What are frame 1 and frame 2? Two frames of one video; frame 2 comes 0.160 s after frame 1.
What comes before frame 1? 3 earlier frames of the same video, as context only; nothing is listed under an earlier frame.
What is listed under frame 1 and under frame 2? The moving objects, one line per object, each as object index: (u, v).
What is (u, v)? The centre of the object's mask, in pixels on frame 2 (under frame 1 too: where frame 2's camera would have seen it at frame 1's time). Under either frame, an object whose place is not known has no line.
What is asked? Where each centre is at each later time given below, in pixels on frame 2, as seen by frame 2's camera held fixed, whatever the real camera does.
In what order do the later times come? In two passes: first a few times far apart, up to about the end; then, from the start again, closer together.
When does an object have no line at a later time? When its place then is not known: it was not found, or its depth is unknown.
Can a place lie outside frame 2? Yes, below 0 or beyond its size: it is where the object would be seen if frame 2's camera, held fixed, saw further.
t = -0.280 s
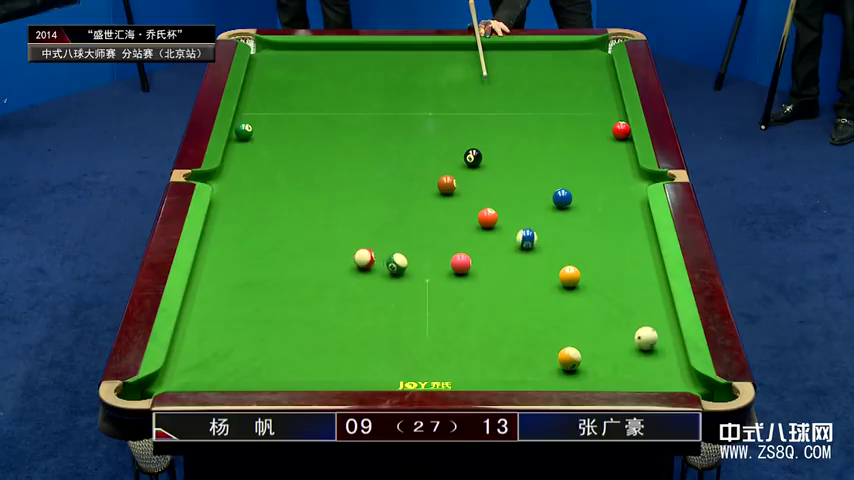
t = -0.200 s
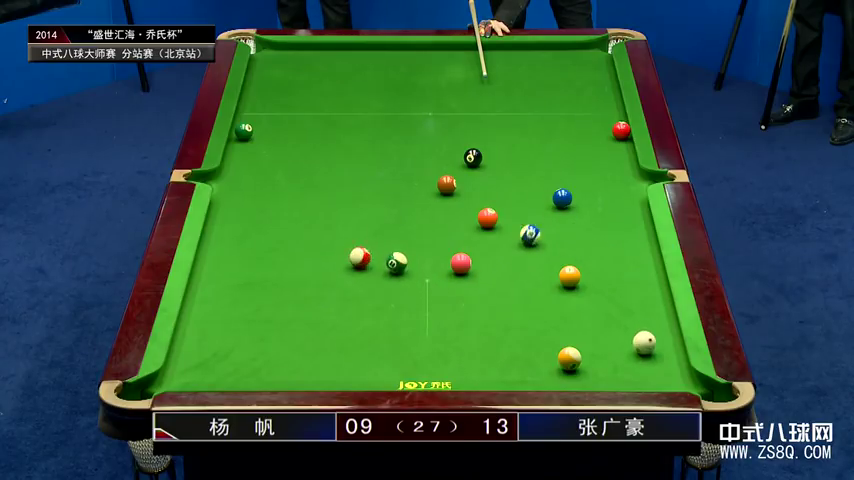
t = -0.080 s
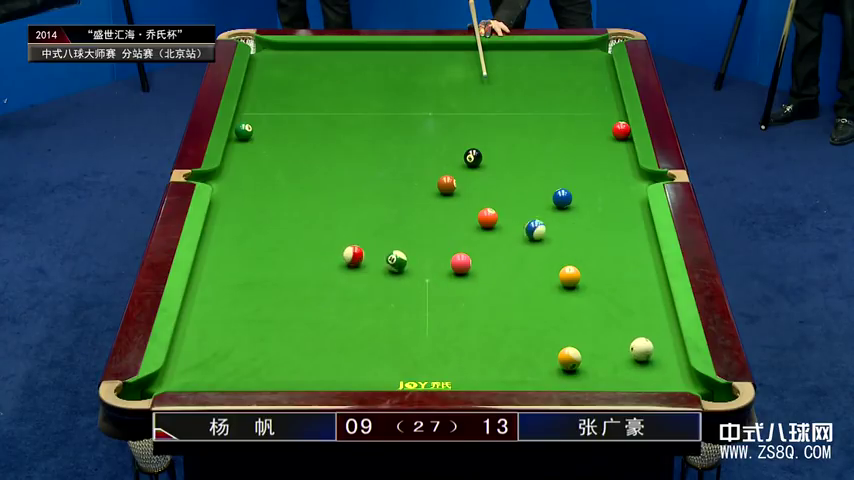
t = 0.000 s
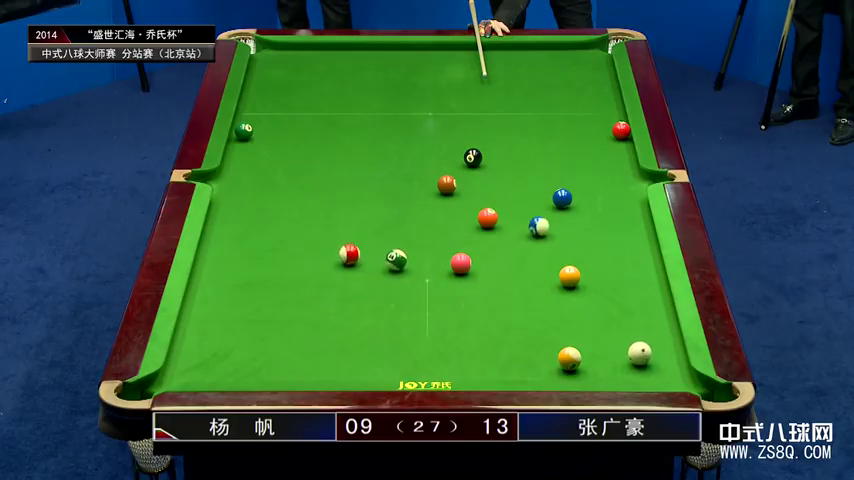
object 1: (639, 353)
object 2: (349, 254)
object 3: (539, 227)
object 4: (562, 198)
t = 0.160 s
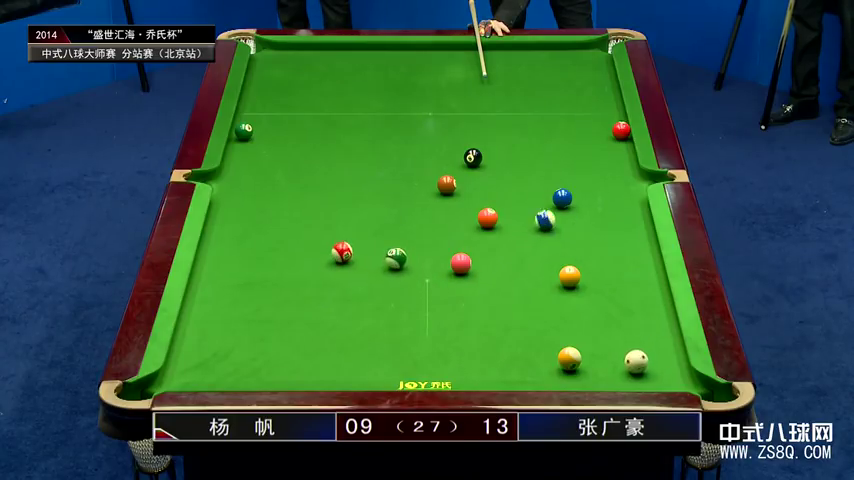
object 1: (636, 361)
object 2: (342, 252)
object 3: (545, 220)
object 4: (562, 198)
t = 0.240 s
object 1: (634, 365)
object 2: (338, 251)
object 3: (548, 217)
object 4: (562, 198)
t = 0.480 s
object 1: (630, 373)
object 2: (329, 248)
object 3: (556, 209)
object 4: (563, 195)
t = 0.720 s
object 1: (624, 372)
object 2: (321, 246)
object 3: (562, 205)
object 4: (564, 192)
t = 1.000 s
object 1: (619, 369)
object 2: (313, 244)
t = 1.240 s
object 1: (616, 364)
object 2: (309, 242)
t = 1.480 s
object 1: (614, 361)
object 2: (305, 242)
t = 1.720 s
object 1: (612, 360)
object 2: (304, 242)
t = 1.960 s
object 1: (611, 359)
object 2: (304, 242)
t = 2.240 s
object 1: (611, 359)
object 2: (304, 242)
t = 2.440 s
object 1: (611, 359)
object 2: (304, 242)
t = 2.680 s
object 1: (611, 359)
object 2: (304, 242)
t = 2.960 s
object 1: (611, 359)
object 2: (304, 242)
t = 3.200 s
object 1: (611, 359)
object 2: (304, 242)
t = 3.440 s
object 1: (611, 359)
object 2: (304, 242)
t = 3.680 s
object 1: (611, 359)
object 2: (304, 242)
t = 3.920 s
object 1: (611, 359)
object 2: (304, 242)
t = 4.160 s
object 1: (611, 359)
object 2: (304, 242)
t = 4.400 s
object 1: (611, 359)
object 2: (304, 242)
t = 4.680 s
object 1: (611, 359)
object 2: (304, 242)
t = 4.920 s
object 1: (611, 359)
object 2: (304, 242)
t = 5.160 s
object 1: (611, 359)
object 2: (304, 242)
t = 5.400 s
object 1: (611, 359)
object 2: (304, 242)
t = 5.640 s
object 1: (611, 359)
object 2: (304, 242)
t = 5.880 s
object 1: (611, 359)
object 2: (304, 242)
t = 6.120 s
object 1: (611, 359)
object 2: (304, 242)
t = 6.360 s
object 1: (611, 359)
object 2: (304, 242)
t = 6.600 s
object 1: (611, 359)
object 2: (304, 242)
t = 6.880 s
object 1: (611, 359)
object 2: (304, 242)
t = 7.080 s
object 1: (611, 359)
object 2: (304, 242)
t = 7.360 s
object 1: (611, 359)
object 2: (304, 242)
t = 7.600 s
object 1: (611, 359)
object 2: (304, 242)
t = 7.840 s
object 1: (611, 359)
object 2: (304, 242)
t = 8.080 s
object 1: (611, 359)
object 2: (304, 242)
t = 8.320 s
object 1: (611, 359)
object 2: (304, 242)
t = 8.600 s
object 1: (611, 359)
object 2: (304, 242)
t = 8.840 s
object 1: (611, 359)
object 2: (304, 242)
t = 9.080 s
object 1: (611, 359)
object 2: (304, 242)
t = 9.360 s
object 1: (611, 359)
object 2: (304, 242)
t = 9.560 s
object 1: (611, 359)
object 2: (304, 242)
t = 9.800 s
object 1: (611, 359)
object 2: (304, 242)
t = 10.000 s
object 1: (611, 359)
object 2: (304, 242)
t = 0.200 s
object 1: (635, 363)
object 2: (340, 251)
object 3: (546, 218)
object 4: (562, 198)
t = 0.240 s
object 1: (634, 365)
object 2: (338, 251)
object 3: (548, 217)
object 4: (562, 198)
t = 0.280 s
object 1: (633, 368)
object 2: (336, 250)
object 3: (549, 216)
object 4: (562, 198)
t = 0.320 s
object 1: (632, 369)
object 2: (335, 250)
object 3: (551, 214)
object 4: (562, 198)
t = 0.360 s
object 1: (632, 370)
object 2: (333, 249)
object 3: (552, 213)
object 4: (562, 197)
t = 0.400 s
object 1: (631, 371)
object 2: (332, 249)
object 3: (554, 211)
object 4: (563, 197)
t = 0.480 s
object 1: (630, 373)
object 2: (329, 248)
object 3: (556, 209)
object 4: (563, 195)
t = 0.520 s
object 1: (629, 375)
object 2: (327, 248)
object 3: (558, 207)
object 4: (564, 194)
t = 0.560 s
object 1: (628, 375)
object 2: (326, 247)
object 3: (559, 206)
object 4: (563, 194)
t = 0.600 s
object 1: (627, 374)
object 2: (325, 247)
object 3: (560, 206)
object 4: (563, 193)
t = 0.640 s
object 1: (626, 373)
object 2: (323, 247)
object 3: (561, 206)
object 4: (564, 193)
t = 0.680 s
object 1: (625, 373)
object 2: (322, 246)
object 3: (561, 206)
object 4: (564, 192)
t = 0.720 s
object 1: (624, 372)
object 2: (321, 246)
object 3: (562, 205)
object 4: (564, 192)
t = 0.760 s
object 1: (623, 371)
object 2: (320, 245)
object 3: (563, 206)
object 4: (564, 191)
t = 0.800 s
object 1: (623, 371)
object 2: (319, 245)
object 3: (564, 205)
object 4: (565, 190)
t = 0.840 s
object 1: (622, 370)
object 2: (317, 244)
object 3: (564, 205)
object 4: (565, 190)
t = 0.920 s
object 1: (620, 369)
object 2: (315, 244)
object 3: (565, 205)
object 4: (566, 189)
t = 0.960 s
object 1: (619, 369)
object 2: (314, 244)
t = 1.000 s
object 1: (619, 369)
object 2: (313, 244)
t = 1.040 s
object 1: (618, 368)
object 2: (312, 243)
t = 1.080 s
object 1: (618, 367)
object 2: (312, 243)
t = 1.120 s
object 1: (617, 367)
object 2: (311, 243)
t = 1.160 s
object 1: (616, 365)
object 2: (310, 243)
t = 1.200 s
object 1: (616, 365)
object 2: (309, 242)
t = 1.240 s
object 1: (616, 364)
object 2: (309, 242)
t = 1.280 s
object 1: (615, 364)
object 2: (308, 242)
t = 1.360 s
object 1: (615, 363)
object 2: (307, 242)
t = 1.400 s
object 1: (614, 362)
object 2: (306, 242)
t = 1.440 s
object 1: (614, 362)
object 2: (306, 242)
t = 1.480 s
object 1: (614, 361)
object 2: (305, 242)
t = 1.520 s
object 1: (613, 361)
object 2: (305, 242)
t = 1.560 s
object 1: (613, 361)
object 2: (305, 242)
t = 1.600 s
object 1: (613, 360)
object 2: (304, 241)
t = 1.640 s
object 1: (613, 360)
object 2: (304, 242)
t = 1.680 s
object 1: (612, 360)
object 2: (304, 242)
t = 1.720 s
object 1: (612, 360)
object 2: (304, 242)
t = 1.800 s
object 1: (612, 359)
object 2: (303, 241)
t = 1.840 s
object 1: (611, 359)
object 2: (303, 242)
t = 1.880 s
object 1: (611, 359)
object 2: (304, 242)
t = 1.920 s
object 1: (611, 359)
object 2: (303, 242)
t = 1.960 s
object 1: (611, 359)
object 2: (304, 242)
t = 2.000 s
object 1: (611, 359)
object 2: (304, 242)
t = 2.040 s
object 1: (611, 359)
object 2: (304, 242)
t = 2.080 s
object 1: (611, 359)
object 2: (304, 242)
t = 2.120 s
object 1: (611, 359)
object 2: (304, 242)
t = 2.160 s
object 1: (611, 359)
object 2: (304, 242)
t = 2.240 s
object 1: (611, 359)
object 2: (304, 242)
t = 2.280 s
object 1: (611, 359)
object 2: (304, 242)
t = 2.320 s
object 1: (611, 359)
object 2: (304, 242)
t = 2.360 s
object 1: (611, 359)
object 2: (304, 242)
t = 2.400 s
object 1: (611, 359)
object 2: (304, 242)
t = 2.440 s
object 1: (611, 359)
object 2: (304, 242)
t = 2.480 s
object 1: (611, 359)
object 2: (304, 242)
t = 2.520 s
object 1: (611, 359)
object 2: (304, 242)
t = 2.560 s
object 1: (611, 359)
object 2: (304, 242)
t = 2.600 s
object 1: (611, 359)
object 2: (304, 242)
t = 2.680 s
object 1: (611, 359)
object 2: (304, 242)
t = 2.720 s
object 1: (611, 359)
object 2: (304, 242)
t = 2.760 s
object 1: (611, 359)
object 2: (304, 242)
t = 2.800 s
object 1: (611, 359)
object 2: (304, 242)
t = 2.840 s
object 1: (611, 359)
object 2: (304, 242)
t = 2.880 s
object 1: (611, 359)
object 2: (304, 242)
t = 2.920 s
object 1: (611, 359)
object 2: (304, 242)
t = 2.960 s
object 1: (611, 359)
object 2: (304, 242)
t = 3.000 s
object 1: (611, 359)
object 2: (304, 242)
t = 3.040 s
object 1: (611, 359)
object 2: (304, 242)
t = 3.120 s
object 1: (611, 359)
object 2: (304, 242)
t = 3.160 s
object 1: (611, 359)
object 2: (304, 242)
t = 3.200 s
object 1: (611, 359)
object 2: (304, 242)
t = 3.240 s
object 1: (611, 359)
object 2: (304, 242)
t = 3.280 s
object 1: (611, 359)
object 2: (304, 242)
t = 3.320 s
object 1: (611, 359)
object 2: (304, 242)
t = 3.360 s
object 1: (611, 359)
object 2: (304, 242)
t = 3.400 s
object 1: (611, 359)
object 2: (304, 242)
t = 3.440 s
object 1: (611, 359)
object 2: (304, 242)
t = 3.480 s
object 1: (611, 359)
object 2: (304, 242)
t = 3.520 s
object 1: (611, 359)
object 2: (304, 242)
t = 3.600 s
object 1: (611, 359)
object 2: (304, 242)
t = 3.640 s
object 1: (611, 359)
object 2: (304, 242)
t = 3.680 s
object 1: (611, 359)
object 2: (304, 242)
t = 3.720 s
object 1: (611, 359)
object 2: (304, 242)
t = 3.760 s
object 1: (611, 359)
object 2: (304, 242)
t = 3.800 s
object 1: (611, 359)
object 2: (304, 242)
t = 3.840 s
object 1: (611, 359)
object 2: (304, 242)
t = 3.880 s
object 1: (611, 359)
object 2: (304, 242)
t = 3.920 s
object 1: (611, 359)
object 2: (304, 242)
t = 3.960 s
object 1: (611, 359)
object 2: (304, 242)
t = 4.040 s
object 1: (611, 359)
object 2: (304, 242)
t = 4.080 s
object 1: (611, 359)
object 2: (304, 242)
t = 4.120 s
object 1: (611, 359)
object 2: (304, 242)
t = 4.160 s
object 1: (611, 359)
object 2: (304, 242)
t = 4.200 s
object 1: (611, 359)
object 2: (304, 242)
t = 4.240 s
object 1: (611, 359)
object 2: (304, 242)
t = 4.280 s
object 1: (611, 359)
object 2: (304, 242)
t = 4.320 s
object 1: (611, 359)
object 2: (304, 242)
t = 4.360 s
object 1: (611, 359)
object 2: (304, 242)
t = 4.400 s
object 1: (611, 359)
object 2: (304, 242)
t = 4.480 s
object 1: (611, 359)
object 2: (304, 242)
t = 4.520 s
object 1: (611, 359)
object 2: (304, 242)
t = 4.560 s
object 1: (611, 359)
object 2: (304, 242)
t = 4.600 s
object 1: (611, 359)
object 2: (304, 242)
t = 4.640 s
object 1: (611, 359)
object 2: (304, 242)
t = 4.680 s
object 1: (611, 359)
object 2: (304, 242)
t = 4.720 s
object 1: (611, 359)
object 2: (304, 242)
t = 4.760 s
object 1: (611, 359)
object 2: (304, 242)
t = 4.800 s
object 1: (611, 359)
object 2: (304, 242)
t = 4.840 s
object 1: (611, 359)
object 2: (304, 242)
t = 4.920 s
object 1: (611, 359)
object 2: (304, 242)
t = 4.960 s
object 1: (611, 359)
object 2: (304, 242)
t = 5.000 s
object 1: (611, 359)
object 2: (304, 242)
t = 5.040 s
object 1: (611, 359)
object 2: (304, 242)
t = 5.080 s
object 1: (611, 359)
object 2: (304, 242)
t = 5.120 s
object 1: (611, 359)
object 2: (304, 242)
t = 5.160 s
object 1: (611, 359)
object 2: (304, 242)
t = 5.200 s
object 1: (611, 359)
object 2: (304, 242)
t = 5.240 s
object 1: (611, 359)
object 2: (304, 242)
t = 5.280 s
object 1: (611, 359)
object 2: (304, 242)
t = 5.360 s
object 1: (611, 359)
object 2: (304, 242)
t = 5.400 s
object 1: (611, 359)
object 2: (304, 242)
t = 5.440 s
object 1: (611, 359)
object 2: (304, 242)
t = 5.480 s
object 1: (611, 359)
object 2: (304, 242)
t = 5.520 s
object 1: (611, 359)
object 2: (304, 242)
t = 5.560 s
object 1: (611, 359)
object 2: (304, 242)
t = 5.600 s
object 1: (611, 359)
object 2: (304, 242)
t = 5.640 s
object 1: (611, 359)
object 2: (304, 242)
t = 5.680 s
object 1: (611, 359)
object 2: (304, 242)
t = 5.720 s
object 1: (611, 359)
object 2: (304, 242)
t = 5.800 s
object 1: (611, 359)
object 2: (304, 242)
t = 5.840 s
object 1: (611, 359)
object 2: (304, 242)
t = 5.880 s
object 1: (611, 359)
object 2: (304, 242)
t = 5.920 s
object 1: (611, 359)
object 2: (304, 242)
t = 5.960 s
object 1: (611, 359)
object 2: (304, 242)
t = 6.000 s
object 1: (611, 359)
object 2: (304, 242)
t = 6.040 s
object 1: (611, 359)
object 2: (304, 242)
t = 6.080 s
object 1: (611, 359)
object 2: (304, 242)
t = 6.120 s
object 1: (611, 359)
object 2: (304, 242)
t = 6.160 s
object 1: (611, 359)
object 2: (304, 242)
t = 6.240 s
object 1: (611, 359)
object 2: (304, 242)
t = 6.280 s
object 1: (611, 359)
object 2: (304, 242)
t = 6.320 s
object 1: (611, 359)
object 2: (304, 242)
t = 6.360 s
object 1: (611, 359)
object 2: (304, 242)
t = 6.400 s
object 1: (611, 359)
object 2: (304, 242)
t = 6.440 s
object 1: (611, 359)
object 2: (304, 242)
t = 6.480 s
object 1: (611, 359)
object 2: (304, 242)
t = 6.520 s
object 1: (611, 359)
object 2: (304, 242)
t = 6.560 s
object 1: (611, 359)
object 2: (304, 242)
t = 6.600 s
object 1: (611, 359)
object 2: (304, 242)
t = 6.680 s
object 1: (611, 359)
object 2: (304, 242)
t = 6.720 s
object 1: (611, 359)
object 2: (304, 242)
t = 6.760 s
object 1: (611, 359)
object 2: (304, 242)
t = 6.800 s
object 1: (611, 359)
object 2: (304, 242)
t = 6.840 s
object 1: (611, 359)
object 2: (304, 242)
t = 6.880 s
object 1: (611, 359)
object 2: (304, 242)
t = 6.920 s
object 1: (611, 359)
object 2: (304, 242)
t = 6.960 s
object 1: (611, 359)
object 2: (304, 242)
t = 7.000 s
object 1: (611, 359)
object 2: (304, 242)
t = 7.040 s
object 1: (611, 359)
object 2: (304, 242)
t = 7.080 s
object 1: (611, 359)
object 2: (304, 242)
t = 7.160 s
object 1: (611, 359)
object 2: (304, 242)
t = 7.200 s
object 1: (611, 359)
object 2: (304, 242)
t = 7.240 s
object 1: (611, 359)
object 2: (304, 242)
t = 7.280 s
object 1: (611, 359)
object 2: (304, 242)
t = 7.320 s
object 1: (611, 359)
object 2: (304, 242)
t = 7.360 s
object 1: (611, 359)
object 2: (304, 242)
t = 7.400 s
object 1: (611, 359)
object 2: (304, 242)
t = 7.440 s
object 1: (611, 359)
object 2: (304, 242)
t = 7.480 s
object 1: (611, 359)
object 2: (304, 242)
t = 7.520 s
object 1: (611, 359)
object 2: (304, 242)
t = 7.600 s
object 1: (611, 359)
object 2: (304, 242)
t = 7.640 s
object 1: (611, 359)
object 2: (304, 242)
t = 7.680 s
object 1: (611, 359)
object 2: (304, 242)
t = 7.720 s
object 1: (611, 359)
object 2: (304, 242)
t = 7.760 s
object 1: (611, 359)
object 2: (304, 242)
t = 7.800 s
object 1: (611, 359)
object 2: (304, 242)
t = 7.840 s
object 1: (611, 359)
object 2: (304, 242)
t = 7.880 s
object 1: (611, 359)
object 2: (304, 242)
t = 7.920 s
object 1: (611, 359)
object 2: (304, 242)
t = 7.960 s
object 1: (611, 359)
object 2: (304, 242)
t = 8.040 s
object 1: (611, 359)
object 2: (304, 242)
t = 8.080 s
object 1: (611, 359)
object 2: (304, 242)
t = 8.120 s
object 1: (611, 359)
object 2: (304, 242)
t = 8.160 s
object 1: (611, 359)
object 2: (304, 242)
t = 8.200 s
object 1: (611, 359)
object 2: (304, 242)
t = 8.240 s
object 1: (611, 359)
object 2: (304, 242)
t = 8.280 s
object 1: (611, 359)
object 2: (304, 242)
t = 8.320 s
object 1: (611, 359)
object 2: (304, 242)
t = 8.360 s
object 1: (611, 359)
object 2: (304, 242)
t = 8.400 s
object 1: (611, 359)
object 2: (304, 242)
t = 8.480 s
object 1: (611, 359)
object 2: (304, 242)
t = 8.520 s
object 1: (611, 359)
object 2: (304, 242)
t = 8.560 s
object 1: (611, 359)
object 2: (304, 242)
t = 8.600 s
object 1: (611, 359)
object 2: (304, 242)
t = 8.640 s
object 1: (611, 359)
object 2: (304, 242)
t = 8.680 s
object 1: (611, 359)
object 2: (304, 242)
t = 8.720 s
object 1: (611, 359)
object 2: (304, 242)
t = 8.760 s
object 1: (611, 359)
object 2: (304, 242)
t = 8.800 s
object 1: (611, 359)
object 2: (304, 242)
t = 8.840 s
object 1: (611, 359)
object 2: (304, 242)
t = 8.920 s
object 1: (611, 359)
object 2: (304, 242)
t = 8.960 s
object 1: (611, 359)
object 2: (304, 242)
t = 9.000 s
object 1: (611, 359)
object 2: (304, 242)
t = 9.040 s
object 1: (611, 359)
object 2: (304, 242)
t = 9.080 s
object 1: (611, 359)
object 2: (304, 242)
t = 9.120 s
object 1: (611, 359)
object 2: (304, 242)
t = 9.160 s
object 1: (611, 359)
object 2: (304, 242)
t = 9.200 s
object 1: (611, 359)
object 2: (304, 242)
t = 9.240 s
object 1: (611, 359)
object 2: (304, 242)
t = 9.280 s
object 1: (611, 359)
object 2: (304, 242)
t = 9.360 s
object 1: (611, 359)
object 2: (304, 242)
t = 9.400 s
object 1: (611, 359)
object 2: (304, 242)
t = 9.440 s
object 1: (611, 359)
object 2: (304, 242)
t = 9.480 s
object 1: (611, 359)
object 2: (304, 242)
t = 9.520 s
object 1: (611, 359)
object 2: (304, 242)
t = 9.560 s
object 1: (611, 359)
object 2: (304, 242)
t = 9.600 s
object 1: (611, 359)
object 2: (304, 242)
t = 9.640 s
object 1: (611, 359)
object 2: (304, 242)
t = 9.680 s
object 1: (611, 359)
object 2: (304, 242)
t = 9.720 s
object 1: (611, 359)
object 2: (304, 242)
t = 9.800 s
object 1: (611, 359)
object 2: (304, 242)
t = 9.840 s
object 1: (611, 359)
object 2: (304, 242)
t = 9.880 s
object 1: (611, 359)
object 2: (304, 242)
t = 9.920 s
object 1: (611, 359)
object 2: (304, 242)
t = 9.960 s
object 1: (611, 359)
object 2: (304, 242)
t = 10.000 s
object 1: (611, 359)
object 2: (304, 242)
